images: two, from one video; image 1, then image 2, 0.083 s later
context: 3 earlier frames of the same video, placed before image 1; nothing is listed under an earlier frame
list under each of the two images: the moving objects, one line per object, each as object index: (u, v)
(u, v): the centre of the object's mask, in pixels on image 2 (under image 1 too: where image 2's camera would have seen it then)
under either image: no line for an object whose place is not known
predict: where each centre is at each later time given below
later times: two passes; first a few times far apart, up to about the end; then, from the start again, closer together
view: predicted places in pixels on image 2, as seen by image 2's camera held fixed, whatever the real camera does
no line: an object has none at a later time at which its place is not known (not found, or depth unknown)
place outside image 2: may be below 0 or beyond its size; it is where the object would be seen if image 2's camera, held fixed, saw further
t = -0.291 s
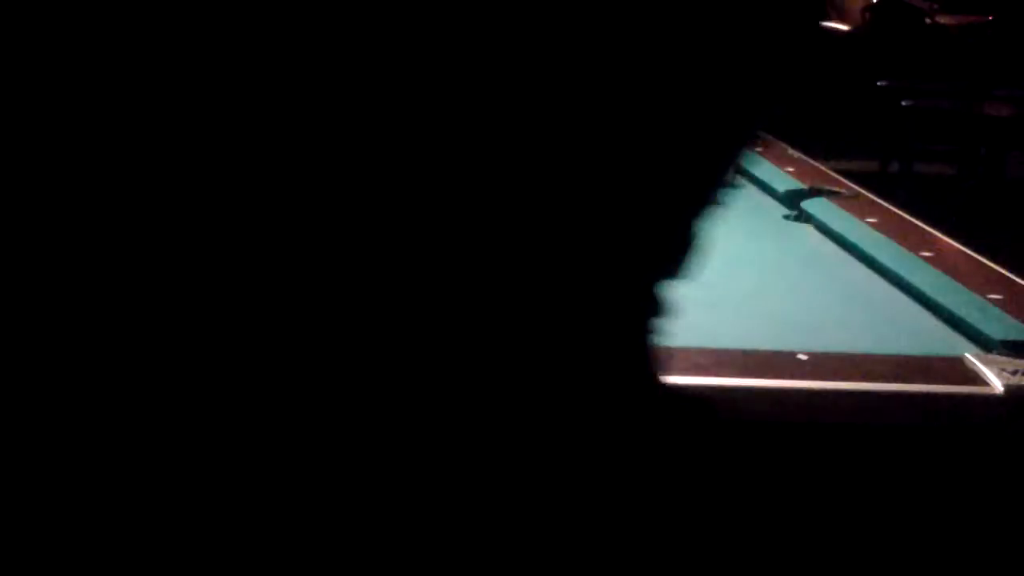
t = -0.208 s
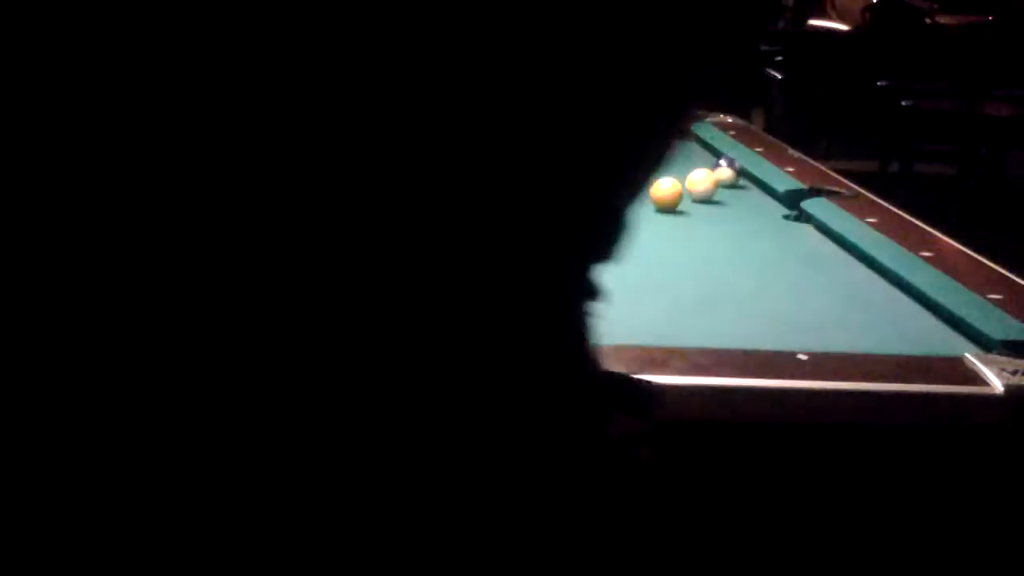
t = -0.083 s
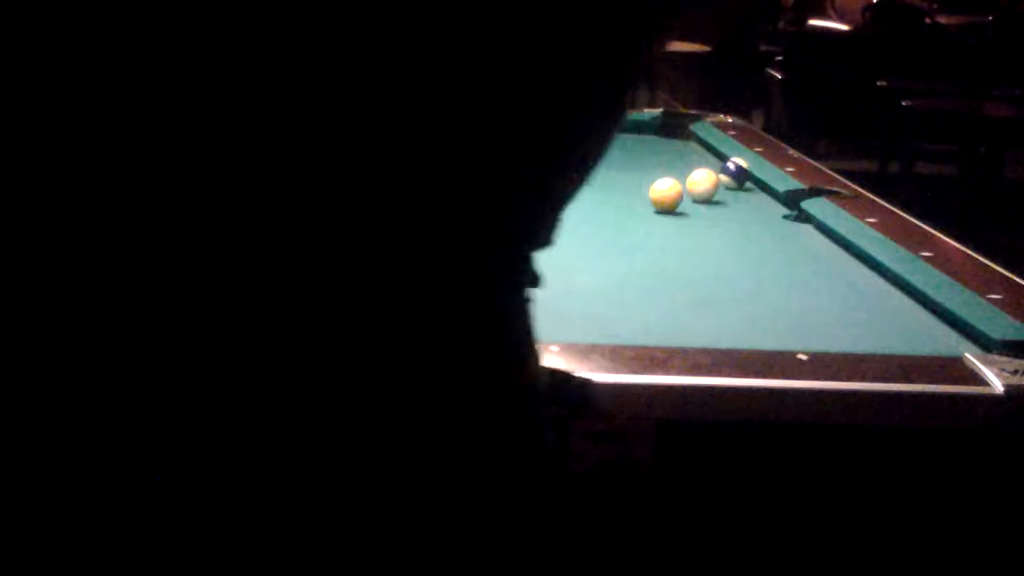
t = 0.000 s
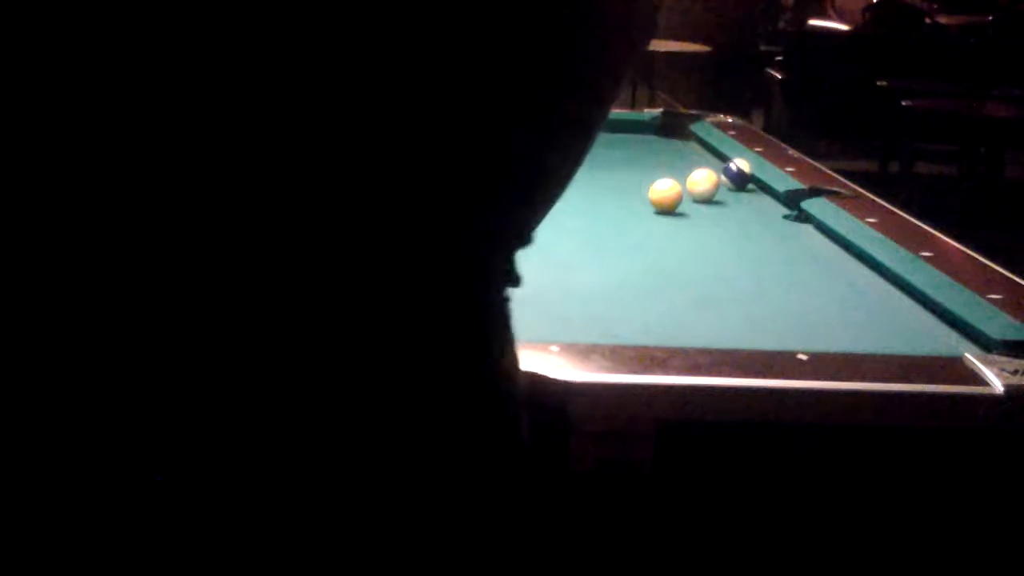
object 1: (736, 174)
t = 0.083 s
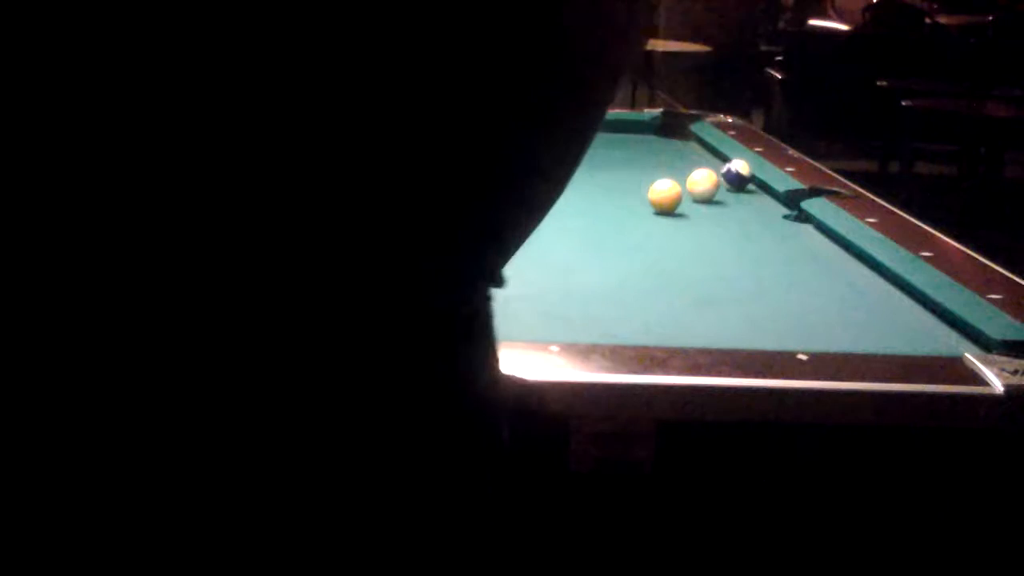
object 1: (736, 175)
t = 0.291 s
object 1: (734, 177)
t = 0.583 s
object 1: (731, 180)
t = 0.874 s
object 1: (730, 181)
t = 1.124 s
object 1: (730, 182)
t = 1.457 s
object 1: (730, 183)
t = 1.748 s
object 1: (731, 184)
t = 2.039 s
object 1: (731, 183)
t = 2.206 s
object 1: (731, 183)
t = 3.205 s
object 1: (731, 183)
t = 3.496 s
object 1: (731, 183)
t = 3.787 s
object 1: (731, 183)
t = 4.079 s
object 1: (731, 183)
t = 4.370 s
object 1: (731, 183)
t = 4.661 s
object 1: (731, 183)
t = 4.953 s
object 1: (731, 183)
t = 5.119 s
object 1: (731, 183)
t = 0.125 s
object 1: (735, 175)
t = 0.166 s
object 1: (735, 175)
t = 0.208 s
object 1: (735, 176)
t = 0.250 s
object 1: (735, 176)
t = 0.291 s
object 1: (734, 177)
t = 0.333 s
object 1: (734, 177)
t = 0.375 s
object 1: (733, 178)
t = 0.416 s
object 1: (733, 178)
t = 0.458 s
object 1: (732, 178)
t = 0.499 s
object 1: (732, 179)
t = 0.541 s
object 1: (731, 180)
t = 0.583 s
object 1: (731, 180)
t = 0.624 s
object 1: (731, 179)
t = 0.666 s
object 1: (731, 180)
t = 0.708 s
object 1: (730, 180)
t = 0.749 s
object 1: (730, 180)
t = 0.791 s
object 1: (730, 180)
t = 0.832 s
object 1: (730, 181)
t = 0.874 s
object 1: (730, 181)
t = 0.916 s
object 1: (730, 181)
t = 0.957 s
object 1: (730, 182)
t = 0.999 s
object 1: (730, 182)
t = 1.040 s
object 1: (730, 182)
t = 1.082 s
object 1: (730, 182)
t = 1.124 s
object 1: (730, 182)
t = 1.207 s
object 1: (730, 182)
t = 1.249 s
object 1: (730, 182)
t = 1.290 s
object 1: (730, 182)
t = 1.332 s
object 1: (730, 182)
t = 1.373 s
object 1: (730, 182)
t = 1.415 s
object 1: (730, 183)
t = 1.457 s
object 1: (730, 183)
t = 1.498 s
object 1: (731, 183)
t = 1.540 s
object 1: (731, 183)
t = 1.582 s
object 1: (731, 183)
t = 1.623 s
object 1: (731, 184)
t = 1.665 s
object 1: (731, 184)
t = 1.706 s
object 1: (731, 184)
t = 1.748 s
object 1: (731, 184)
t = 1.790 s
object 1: (731, 184)
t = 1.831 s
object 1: (731, 184)
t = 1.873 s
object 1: (731, 183)
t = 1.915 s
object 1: (731, 183)
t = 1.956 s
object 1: (731, 183)
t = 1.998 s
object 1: (731, 183)
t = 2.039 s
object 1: (731, 183)
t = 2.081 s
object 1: (731, 183)
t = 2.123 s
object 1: (731, 183)
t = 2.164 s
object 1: (731, 183)
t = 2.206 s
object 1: (731, 183)
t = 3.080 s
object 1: (731, 183)
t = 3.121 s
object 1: (731, 183)
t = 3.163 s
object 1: (731, 183)
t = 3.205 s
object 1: (731, 183)
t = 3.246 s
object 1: (731, 183)
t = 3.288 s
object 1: (731, 183)
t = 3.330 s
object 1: (731, 183)
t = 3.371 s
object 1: (731, 183)
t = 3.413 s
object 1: (731, 183)
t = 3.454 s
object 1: (731, 183)
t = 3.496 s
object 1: (731, 183)
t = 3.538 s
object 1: (731, 183)
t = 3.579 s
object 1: (731, 183)
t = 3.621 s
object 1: (731, 183)
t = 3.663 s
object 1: (731, 183)
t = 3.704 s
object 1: (731, 183)
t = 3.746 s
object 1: (731, 183)
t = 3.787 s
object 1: (731, 183)
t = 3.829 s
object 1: (731, 183)
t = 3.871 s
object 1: (731, 183)
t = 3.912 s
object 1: (731, 183)
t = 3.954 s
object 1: (731, 183)
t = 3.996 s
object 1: (731, 183)
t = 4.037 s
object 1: (731, 183)
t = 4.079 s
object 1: (731, 183)
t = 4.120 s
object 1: (731, 183)
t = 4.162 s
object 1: (731, 183)
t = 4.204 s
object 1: (731, 183)
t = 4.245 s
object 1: (731, 183)
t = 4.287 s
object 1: (731, 183)
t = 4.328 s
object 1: (731, 183)
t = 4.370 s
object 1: (731, 183)
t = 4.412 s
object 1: (731, 183)
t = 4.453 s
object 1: (731, 183)
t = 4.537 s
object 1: (731, 183)
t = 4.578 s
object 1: (731, 183)
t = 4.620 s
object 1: (731, 183)
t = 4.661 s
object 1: (731, 183)
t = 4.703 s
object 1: (731, 183)
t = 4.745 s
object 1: (731, 183)
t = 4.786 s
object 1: (731, 183)
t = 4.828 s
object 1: (731, 183)
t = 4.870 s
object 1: (731, 183)
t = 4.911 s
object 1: (731, 183)
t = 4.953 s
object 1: (731, 183)
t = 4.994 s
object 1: (731, 183)
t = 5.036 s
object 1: (731, 183)
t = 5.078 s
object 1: (731, 183)
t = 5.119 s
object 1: (731, 183)
